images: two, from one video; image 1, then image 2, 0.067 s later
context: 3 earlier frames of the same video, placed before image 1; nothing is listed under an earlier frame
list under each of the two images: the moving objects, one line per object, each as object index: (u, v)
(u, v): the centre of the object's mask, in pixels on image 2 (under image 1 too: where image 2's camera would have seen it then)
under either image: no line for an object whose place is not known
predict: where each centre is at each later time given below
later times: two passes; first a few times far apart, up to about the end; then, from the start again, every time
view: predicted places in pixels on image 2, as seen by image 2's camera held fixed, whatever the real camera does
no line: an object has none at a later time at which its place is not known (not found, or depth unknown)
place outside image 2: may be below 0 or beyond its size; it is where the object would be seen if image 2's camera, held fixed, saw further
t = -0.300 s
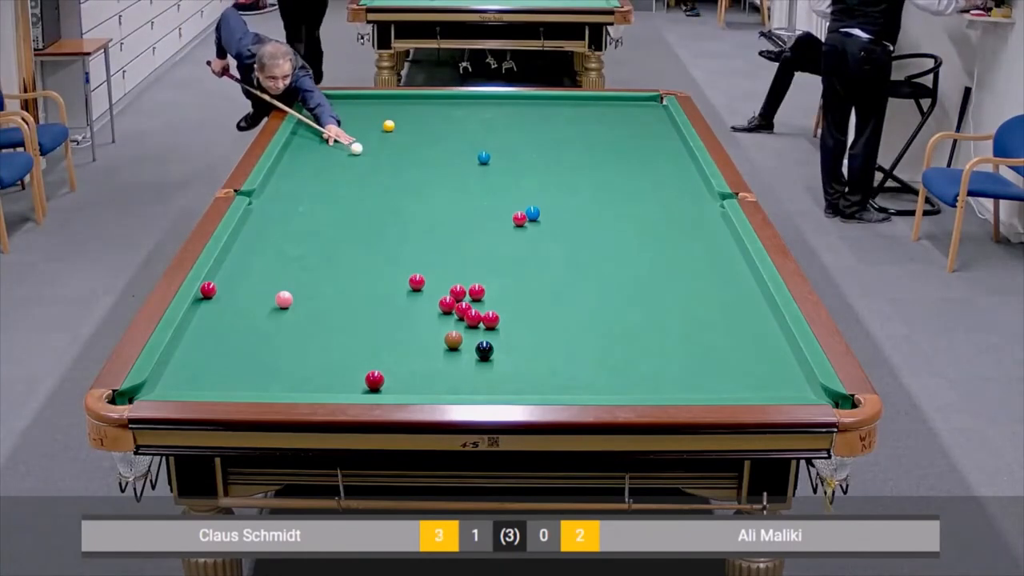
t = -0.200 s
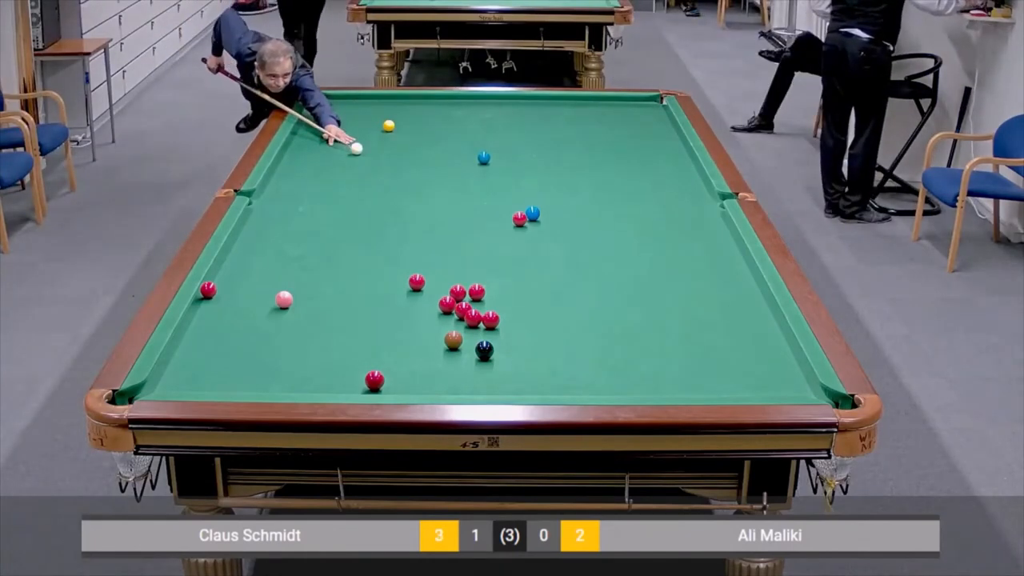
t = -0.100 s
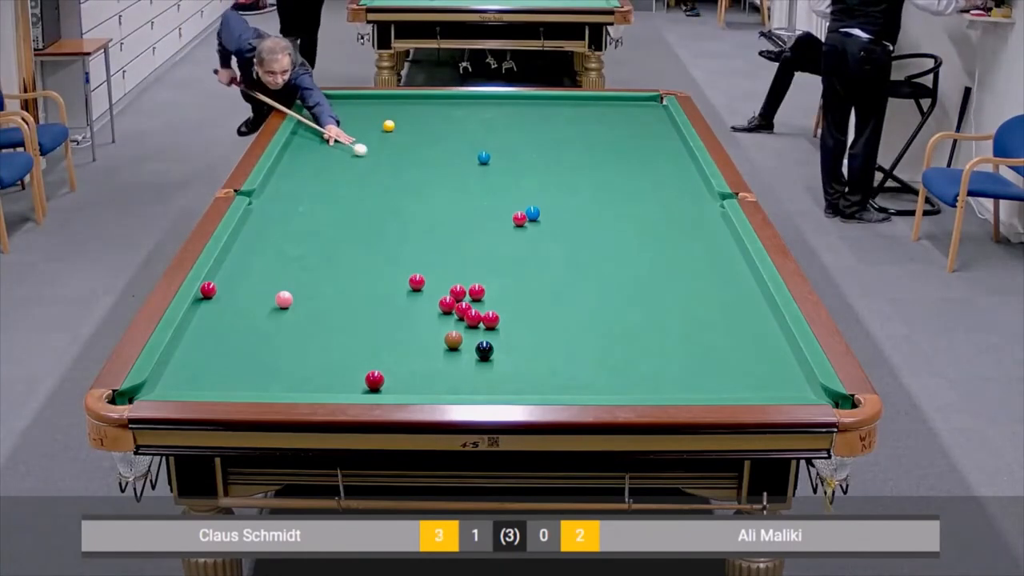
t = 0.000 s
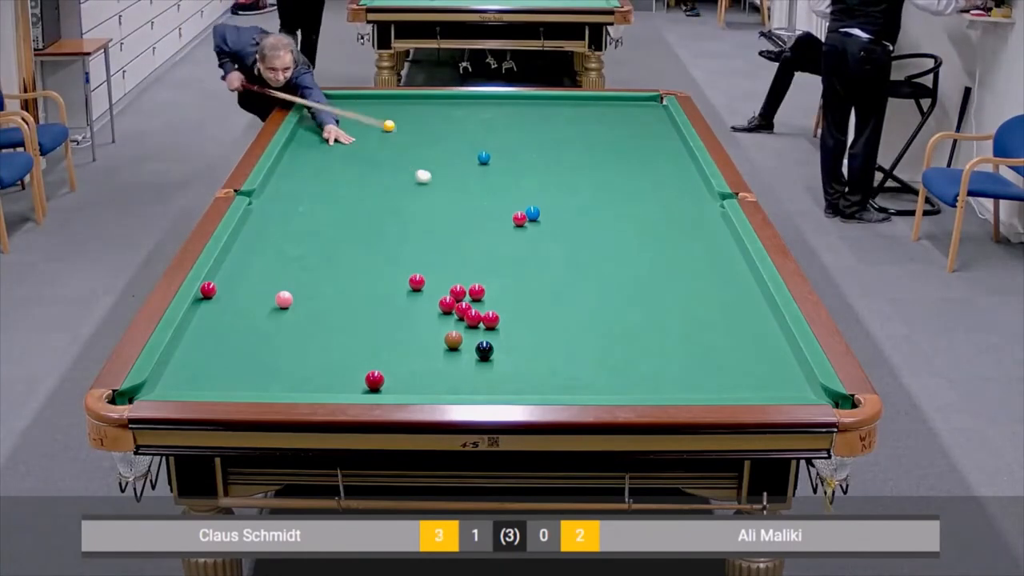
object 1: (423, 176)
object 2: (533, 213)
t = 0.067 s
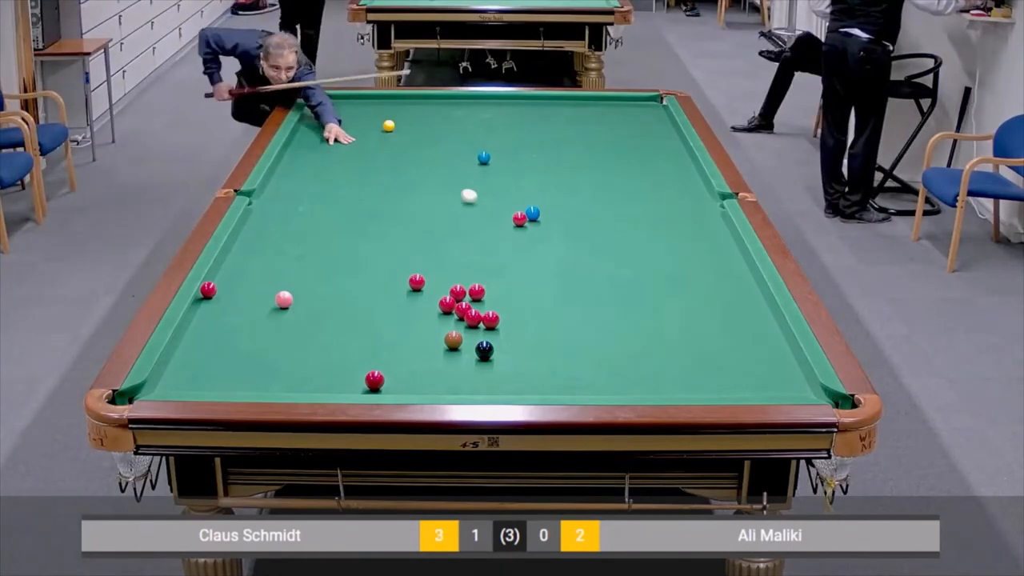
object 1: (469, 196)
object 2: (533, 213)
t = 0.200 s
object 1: (518, 214)
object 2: (540, 213)
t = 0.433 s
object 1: (516, 211)
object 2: (570, 211)
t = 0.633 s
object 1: (515, 209)
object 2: (594, 210)
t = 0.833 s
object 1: (514, 207)
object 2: (616, 209)
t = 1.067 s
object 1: (513, 206)
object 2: (641, 207)
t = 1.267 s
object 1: (513, 204)
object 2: (661, 206)
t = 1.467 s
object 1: (513, 204)
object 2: (679, 205)
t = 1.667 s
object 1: (513, 203)
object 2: (697, 204)
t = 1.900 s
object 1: (513, 203)
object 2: (715, 204)
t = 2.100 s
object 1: (513, 203)
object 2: (711, 201)
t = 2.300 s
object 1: (513, 203)
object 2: (706, 199)
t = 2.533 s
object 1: (513, 203)
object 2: (700, 197)
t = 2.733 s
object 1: (513, 203)
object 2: (696, 195)
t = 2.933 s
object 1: (513, 203)
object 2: (693, 193)
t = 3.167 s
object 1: (513, 203)
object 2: (690, 192)
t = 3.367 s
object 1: (513, 203)
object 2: (689, 191)
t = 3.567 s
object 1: (513, 203)
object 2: (687, 191)
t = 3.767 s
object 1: (513, 203)
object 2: (687, 191)
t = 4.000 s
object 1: (513, 203)
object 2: (687, 191)
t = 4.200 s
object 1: (513, 203)
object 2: (687, 191)
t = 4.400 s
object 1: (513, 203)
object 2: (686, 191)
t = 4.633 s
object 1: (513, 203)
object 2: (687, 190)
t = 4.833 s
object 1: (513, 203)
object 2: (687, 190)
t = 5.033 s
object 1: (513, 203)
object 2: (687, 190)
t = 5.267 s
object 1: (513, 203)
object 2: (687, 190)
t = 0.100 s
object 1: (494, 206)
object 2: (533, 213)
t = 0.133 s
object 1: (514, 214)
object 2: (533, 212)
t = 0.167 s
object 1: (519, 214)
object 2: (534, 213)
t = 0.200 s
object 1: (518, 214)
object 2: (540, 213)
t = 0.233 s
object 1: (518, 214)
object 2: (545, 212)
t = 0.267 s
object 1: (518, 213)
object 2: (549, 212)
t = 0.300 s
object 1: (517, 213)
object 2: (554, 212)
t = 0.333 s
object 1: (517, 212)
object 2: (558, 212)
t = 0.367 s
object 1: (517, 212)
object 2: (562, 211)
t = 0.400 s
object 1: (517, 212)
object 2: (566, 211)
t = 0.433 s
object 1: (516, 211)
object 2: (570, 211)
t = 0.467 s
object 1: (516, 211)
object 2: (574, 211)
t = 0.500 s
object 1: (516, 211)
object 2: (578, 211)
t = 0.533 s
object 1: (516, 210)
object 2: (582, 211)
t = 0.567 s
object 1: (516, 210)
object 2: (586, 211)
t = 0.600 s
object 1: (515, 209)
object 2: (590, 210)
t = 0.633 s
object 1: (515, 209)
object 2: (594, 210)
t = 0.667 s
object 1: (515, 209)
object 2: (598, 210)
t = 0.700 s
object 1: (515, 209)
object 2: (602, 210)
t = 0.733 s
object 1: (515, 208)
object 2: (605, 209)
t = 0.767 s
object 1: (514, 208)
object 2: (609, 209)
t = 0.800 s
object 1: (514, 208)
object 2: (613, 209)
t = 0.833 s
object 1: (514, 207)
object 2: (616, 209)
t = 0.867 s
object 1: (514, 207)
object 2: (620, 208)
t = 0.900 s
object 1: (514, 207)
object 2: (624, 208)
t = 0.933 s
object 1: (514, 207)
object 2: (628, 208)
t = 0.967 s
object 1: (514, 206)
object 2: (631, 208)
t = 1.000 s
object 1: (513, 206)
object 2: (635, 208)
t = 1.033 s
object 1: (513, 206)
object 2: (638, 208)
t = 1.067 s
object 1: (513, 206)
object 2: (641, 207)
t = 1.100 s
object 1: (513, 205)
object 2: (645, 207)
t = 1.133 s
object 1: (513, 205)
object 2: (648, 207)
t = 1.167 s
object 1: (513, 205)
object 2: (651, 207)
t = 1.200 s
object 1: (513, 205)
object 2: (654, 206)
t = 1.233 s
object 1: (513, 205)
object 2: (658, 206)
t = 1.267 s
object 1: (513, 204)
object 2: (661, 206)
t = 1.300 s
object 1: (513, 204)
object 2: (664, 206)
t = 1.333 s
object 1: (513, 204)
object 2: (667, 206)
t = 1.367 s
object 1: (513, 204)
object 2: (670, 206)
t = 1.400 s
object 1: (513, 204)
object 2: (673, 206)
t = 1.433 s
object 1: (513, 204)
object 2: (676, 205)
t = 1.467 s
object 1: (513, 204)
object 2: (679, 205)
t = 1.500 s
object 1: (513, 203)
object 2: (682, 205)
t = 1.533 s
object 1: (513, 203)
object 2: (685, 205)
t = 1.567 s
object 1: (513, 203)
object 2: (688, 204)
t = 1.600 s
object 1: (513, 203)
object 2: (691, 205)
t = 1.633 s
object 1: (513, 203)
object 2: (694, 204)
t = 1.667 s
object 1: (513, 203)
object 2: (697, 204)
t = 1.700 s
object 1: (513, 203)
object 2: (699, 204)
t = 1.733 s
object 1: (513, 203)
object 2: (702, 204)
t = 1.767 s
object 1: (513, 203)
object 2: (705, 204)
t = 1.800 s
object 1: (513, 203)
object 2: (708, 204)
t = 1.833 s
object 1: (513, 203)
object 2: (710, 204)
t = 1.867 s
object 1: (513, 203)
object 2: (713, 204)
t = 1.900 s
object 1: (513, 203)
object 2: (715, 204)
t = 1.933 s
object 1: (513, 203)
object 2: (716, 203)
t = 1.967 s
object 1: (513, 203)
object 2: (715, 203)
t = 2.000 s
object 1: (513, 203)
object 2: (714, 203)
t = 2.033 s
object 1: (513, 203)
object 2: (713, 202)
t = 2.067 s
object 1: (513, 203)
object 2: (712, 202)
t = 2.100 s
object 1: (513, 203)
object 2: (711, 201)
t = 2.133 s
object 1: (513, 203)
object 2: (710, 201)
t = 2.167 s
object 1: (513, 203)
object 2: (709, 200)
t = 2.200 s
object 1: (513, 203)
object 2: (708, 200)
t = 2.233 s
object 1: (513, 203)
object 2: (708, 199)
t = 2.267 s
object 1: (513, 203)
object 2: (707, 199)
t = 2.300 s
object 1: (513, 203)
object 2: (706, 199)
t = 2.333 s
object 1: (513, 203)
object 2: (705, 199)
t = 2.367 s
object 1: (513, 203)
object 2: (704, 198)
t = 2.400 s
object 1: (513, 203)
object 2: (703, 198)
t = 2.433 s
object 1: (513, 203)
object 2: (703, 197)
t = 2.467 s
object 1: (513, 203)
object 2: (702, 197)
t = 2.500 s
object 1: (513, 203)
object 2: (701, 197)
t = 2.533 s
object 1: (513, 203)
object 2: (700, 197)
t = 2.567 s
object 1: (513, 203)
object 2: (700, 196)
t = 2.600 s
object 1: (513, 203)
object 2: (699, 196)
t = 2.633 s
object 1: (513, 203)
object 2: (699, 196)
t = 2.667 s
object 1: (513, 203)
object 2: (697, 196)
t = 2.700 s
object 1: (513, 203)
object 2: (697, 195)
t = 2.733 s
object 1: (513, 203)
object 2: (696, 195)
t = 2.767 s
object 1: (513, 203)
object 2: (696, 195)
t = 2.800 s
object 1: (513, 203)
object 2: (695, 195)
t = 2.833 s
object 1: (513, 203)
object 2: (695, 194)
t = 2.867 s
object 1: (513, 203)
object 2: (694, 194)
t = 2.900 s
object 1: (513, 203)
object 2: (693, 194)
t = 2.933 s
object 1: (513, 203)
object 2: (693, 193)
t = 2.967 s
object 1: (513, 203)
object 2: (693, 193)
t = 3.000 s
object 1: (513, 203)
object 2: (692, 193)
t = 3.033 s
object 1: (513, 203)
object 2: (692, 193)
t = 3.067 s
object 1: (513, 203)
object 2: (691, 193)
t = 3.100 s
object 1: (513, 203)
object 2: (691, 192)
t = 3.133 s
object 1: (513, 203)
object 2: (691, 192)
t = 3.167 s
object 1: (513, 203)
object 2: (690, 192)
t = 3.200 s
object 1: (513, 203)
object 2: (690, 192)
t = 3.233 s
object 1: (513, 203)
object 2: (690, 192)
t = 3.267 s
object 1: (513, 203)
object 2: (689, 192)
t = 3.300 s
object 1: (513, 203)
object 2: (689, 191)
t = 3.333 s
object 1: (513, 203)
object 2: (689, 191)
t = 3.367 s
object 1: (513, 203)
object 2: (689, 191)
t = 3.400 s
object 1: (513, 203)
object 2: (688, 191)
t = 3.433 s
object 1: (513, 203)
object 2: (688, 191)
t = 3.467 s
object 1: (513, 203)
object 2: (688, 191)
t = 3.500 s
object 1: (513, 203)
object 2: (688, 191)
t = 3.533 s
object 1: (513, 203)
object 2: (687, 191)
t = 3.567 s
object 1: (513, 203)
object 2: (687, 191)
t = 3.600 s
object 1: (513, 203)
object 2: (687, 191)
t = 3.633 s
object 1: (513, 203)
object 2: (687, 191)
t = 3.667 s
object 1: (513, 203)
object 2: (687, 191)
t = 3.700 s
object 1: (513, 203)
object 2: (687, 191)
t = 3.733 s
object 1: (513, 203)
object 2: (687, 191)
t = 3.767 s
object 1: (513, 203)
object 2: (687, 191)
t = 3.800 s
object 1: (513, 203)
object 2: (687, 191)
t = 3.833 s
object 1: (513, 203)
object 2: (687, 191)
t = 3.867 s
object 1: (513, 203)
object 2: (687, 191)
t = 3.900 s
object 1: (513, 203)
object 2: (687, 191)
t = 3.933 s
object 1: (513, 203)
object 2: (687, 191)
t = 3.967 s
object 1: (513, 203)
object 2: (687, 191)
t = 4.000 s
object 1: (513, 203)
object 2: (687, 191)
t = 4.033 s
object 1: (513, 203)
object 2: (687, 191)
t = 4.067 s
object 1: (513, 203)
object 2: (686, 191)
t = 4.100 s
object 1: (513, 203)
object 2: (686, 191)
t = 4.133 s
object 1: (513, 203)
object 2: (686, 191)
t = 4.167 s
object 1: (513, 203)
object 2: (686, 191)
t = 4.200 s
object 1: (513, 203)
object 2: (687, 191)
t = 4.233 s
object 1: (513, 203)
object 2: (687, 191)
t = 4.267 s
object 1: (513, 203)
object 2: (687, 191)
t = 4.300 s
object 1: (513, 203)
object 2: (687, 191)
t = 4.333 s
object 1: (513, 203)
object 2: (686, 190)
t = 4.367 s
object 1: (513, 203)
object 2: (687, 190)
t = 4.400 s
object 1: (513, 203)
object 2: (686, 191)
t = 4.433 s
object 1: (513, 203)
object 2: (686, 191)
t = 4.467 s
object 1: (513, 203)
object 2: (686, 191)
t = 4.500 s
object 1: (513, 203)
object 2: (686, 191)
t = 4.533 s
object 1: (513, 203)
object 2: (687, 190)
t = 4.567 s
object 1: (513, 203)
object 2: (687, 190)
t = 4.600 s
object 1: (513, 203)
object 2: (687, 190)
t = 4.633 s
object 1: (513, 203)
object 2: (687, 190)
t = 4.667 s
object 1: (513, 203)
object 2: (687, 190)
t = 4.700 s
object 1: (513, 203)
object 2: (687, 190)
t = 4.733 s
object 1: (513, 203)
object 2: (687, 190)
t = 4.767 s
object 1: (513, 203)
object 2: (687, 190)
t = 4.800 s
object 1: (513, 203)
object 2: (687, 190)
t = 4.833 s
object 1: (513, 203)
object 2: (687, 190)
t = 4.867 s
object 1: (513, 203)
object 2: (687, 190)
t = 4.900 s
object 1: (513, 203)
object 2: (687, 190)
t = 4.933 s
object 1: (513, 203)
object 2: (687, 190)
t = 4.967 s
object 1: (513, 203)
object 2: (687, 190)
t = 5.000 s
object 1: (513, 203)
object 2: (687, 190)
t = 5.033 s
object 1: (513, 203)
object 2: (687, 190)
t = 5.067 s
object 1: (513, 203)
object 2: (687, 190)
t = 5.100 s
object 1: (513, 203)
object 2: (687, 190)
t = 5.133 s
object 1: (513, 203)
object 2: (687, 190)
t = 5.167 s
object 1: (513, 203)
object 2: (686, 190)
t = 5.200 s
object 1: (513, 203)
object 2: (686, 190)
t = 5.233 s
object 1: (513, 203)
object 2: (686, 191)
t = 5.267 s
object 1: (513, 203)
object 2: (687, 190)
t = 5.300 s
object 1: (513, 203)
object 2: (686, 190)
